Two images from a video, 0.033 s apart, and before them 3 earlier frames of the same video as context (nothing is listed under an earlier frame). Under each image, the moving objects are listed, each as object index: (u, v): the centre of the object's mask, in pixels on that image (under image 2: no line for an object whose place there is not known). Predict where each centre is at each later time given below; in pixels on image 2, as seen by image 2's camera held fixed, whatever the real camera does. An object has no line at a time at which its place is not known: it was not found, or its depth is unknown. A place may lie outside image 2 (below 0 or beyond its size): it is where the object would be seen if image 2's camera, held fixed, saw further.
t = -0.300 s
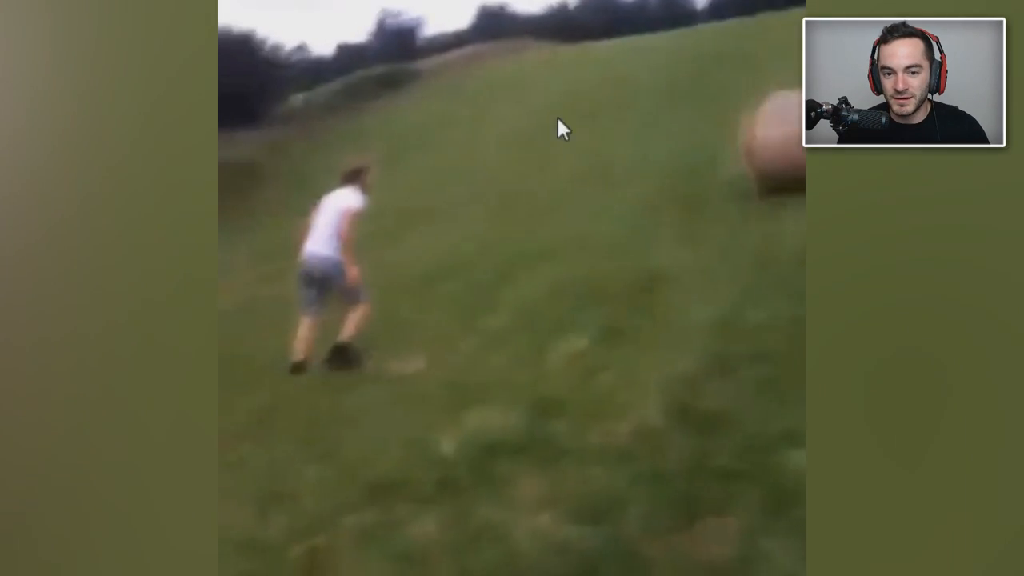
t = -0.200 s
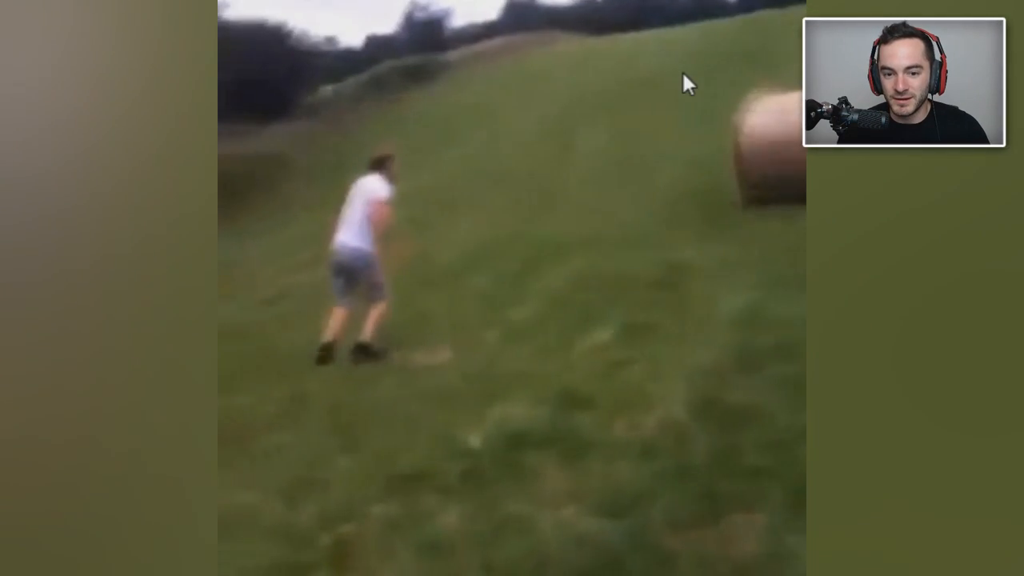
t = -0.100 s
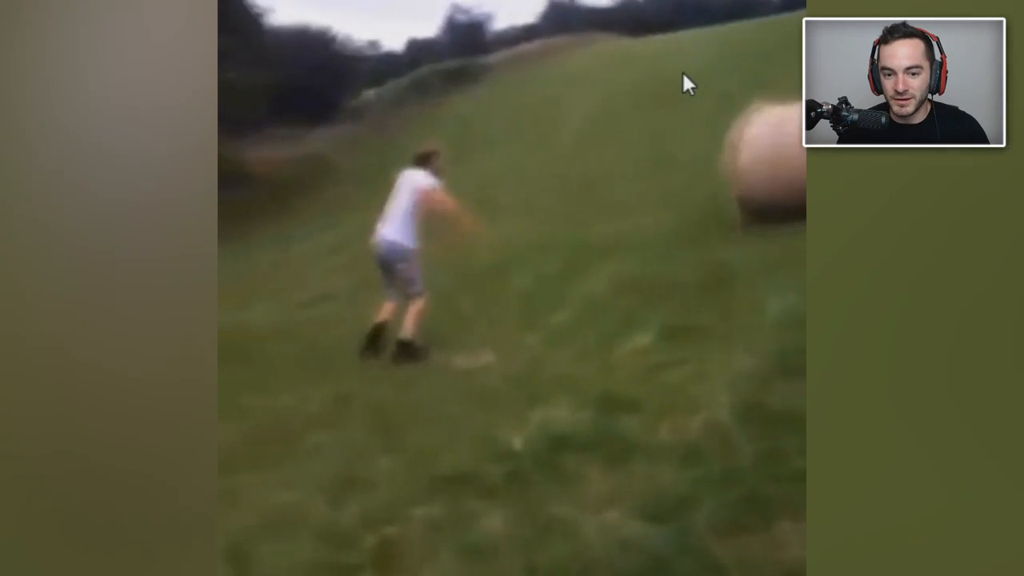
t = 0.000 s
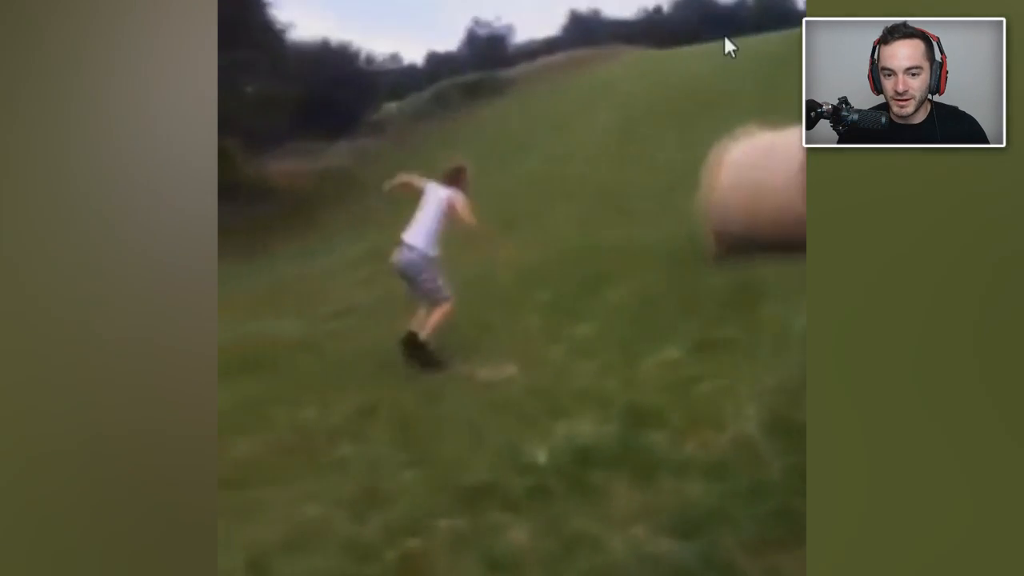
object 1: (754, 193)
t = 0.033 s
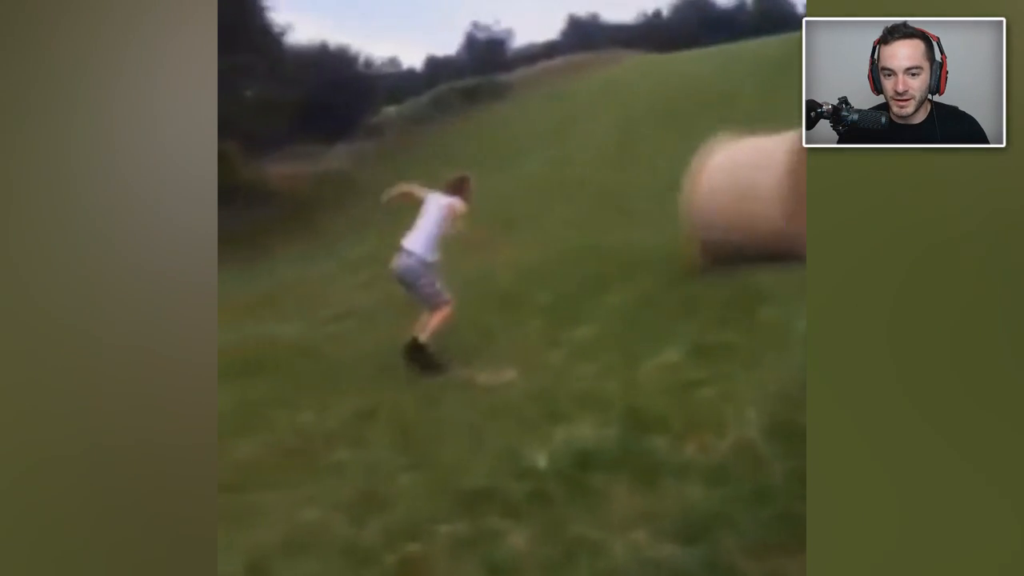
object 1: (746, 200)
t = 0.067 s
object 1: (738, 202)
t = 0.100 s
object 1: (726, 204)
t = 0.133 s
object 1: (714, 210)
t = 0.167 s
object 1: (698, 216)
